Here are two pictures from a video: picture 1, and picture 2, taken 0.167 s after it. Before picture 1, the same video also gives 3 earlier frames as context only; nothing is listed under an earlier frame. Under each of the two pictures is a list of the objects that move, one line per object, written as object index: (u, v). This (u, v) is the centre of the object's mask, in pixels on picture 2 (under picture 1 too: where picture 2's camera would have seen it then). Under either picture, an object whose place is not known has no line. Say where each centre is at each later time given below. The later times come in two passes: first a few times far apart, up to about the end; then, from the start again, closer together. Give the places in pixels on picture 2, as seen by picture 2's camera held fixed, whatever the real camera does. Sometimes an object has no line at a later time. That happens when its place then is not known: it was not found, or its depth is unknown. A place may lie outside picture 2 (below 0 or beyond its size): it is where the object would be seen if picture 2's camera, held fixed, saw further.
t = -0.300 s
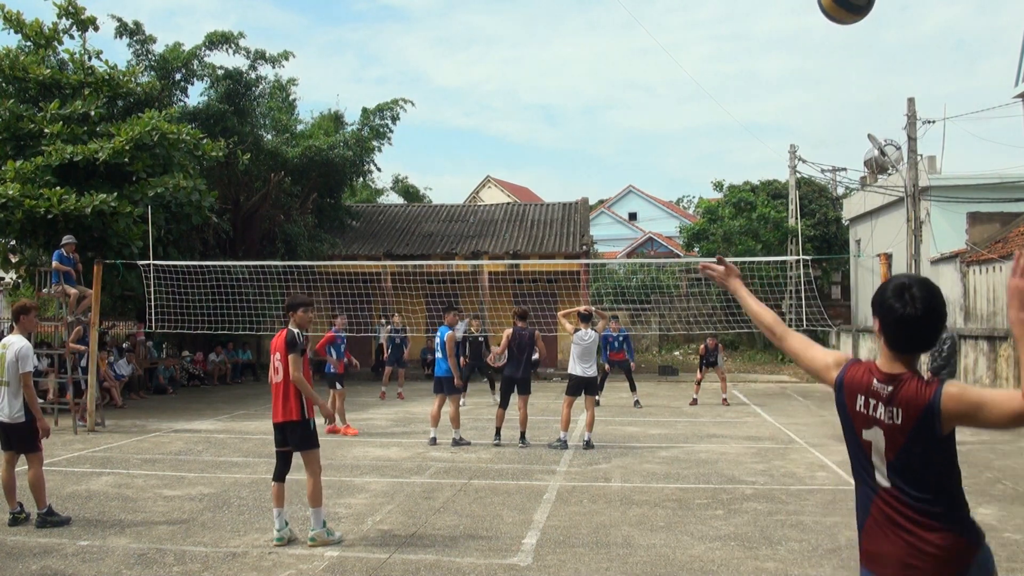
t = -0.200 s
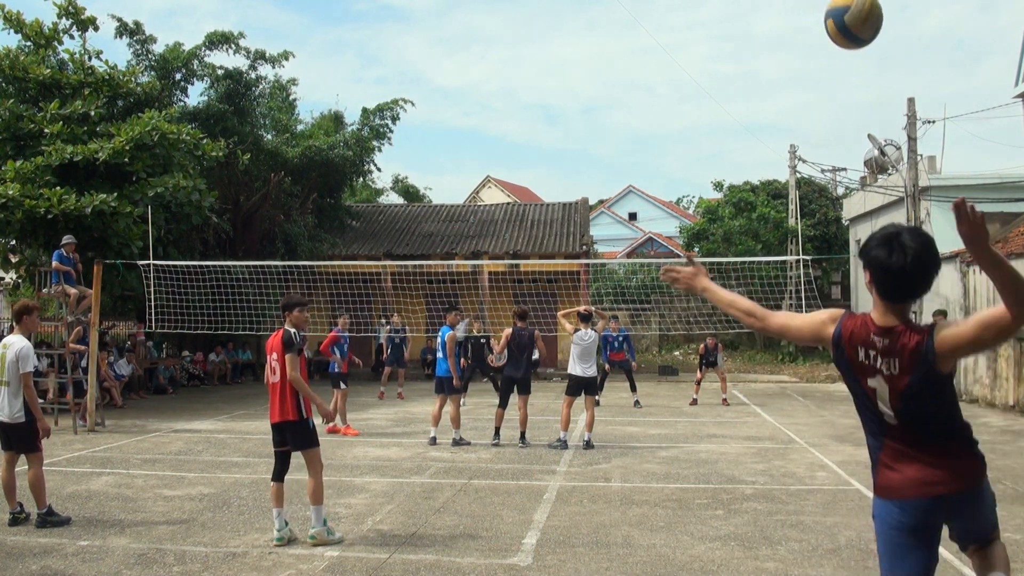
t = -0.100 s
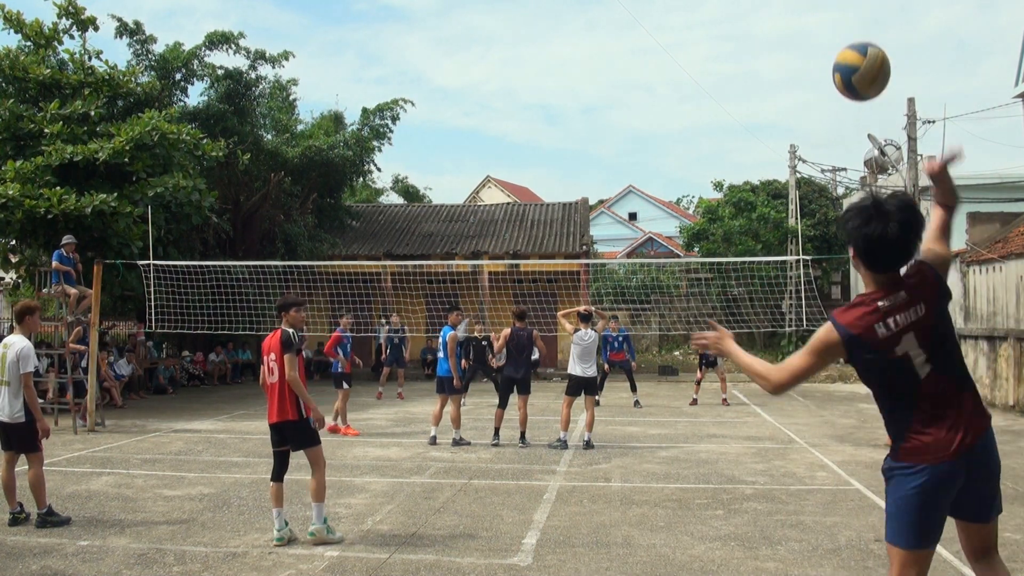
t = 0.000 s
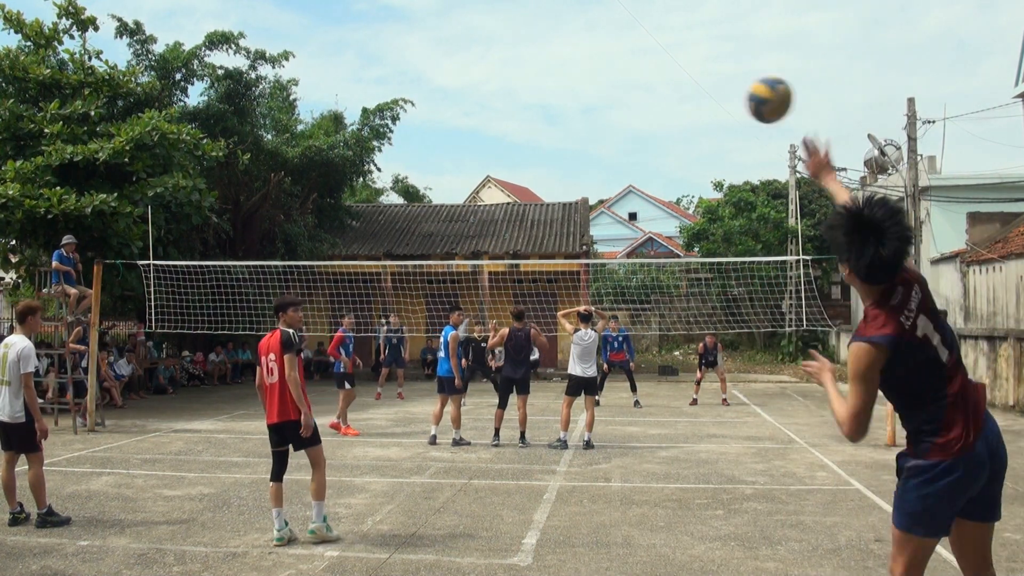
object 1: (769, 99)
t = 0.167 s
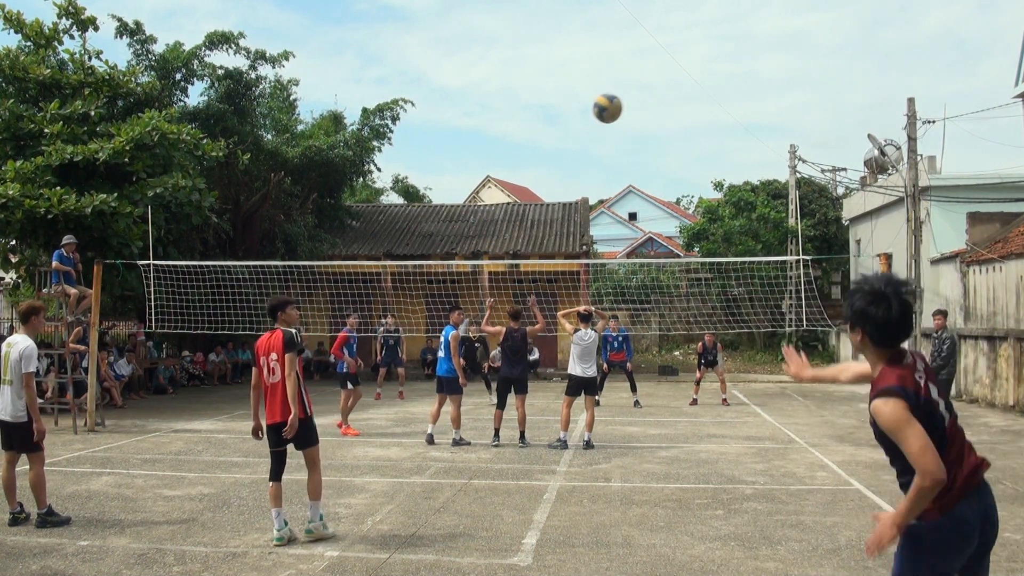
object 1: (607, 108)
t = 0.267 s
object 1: (555, 124)
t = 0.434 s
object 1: (497, 155)
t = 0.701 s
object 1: (438, 218)
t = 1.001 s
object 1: (397, 310)
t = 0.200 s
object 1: (588, 113)
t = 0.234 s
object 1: (570, 118)
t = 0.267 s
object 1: (555, 124)
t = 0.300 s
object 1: (541, 130)
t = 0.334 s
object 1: (528, 136)
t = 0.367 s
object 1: (517, 142)
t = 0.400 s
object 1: (506, 149)
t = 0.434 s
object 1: (497, 155)
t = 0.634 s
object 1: (451, 200)
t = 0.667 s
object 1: (444, 209)
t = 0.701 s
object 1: (438, 218)
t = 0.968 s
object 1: (401, 299)
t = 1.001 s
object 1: (397, 310)
